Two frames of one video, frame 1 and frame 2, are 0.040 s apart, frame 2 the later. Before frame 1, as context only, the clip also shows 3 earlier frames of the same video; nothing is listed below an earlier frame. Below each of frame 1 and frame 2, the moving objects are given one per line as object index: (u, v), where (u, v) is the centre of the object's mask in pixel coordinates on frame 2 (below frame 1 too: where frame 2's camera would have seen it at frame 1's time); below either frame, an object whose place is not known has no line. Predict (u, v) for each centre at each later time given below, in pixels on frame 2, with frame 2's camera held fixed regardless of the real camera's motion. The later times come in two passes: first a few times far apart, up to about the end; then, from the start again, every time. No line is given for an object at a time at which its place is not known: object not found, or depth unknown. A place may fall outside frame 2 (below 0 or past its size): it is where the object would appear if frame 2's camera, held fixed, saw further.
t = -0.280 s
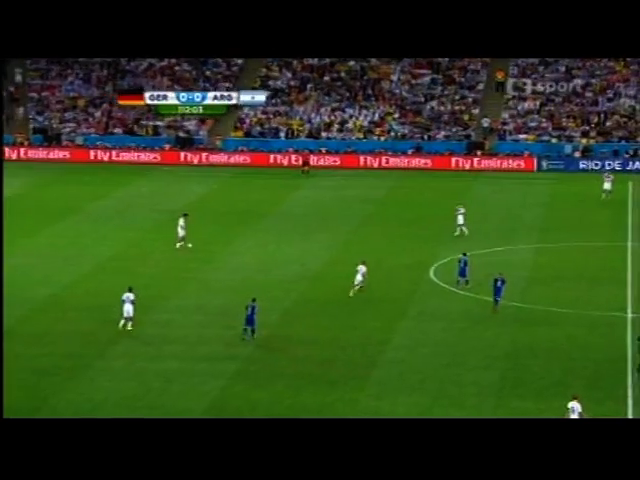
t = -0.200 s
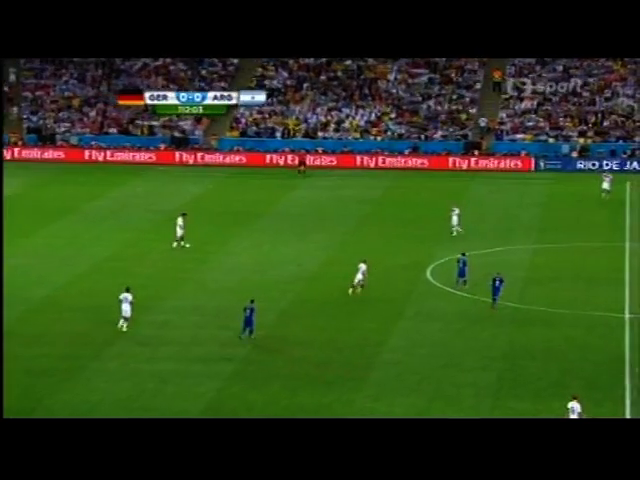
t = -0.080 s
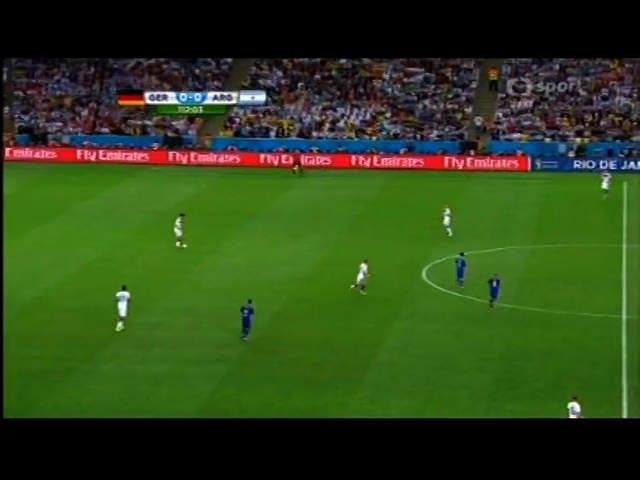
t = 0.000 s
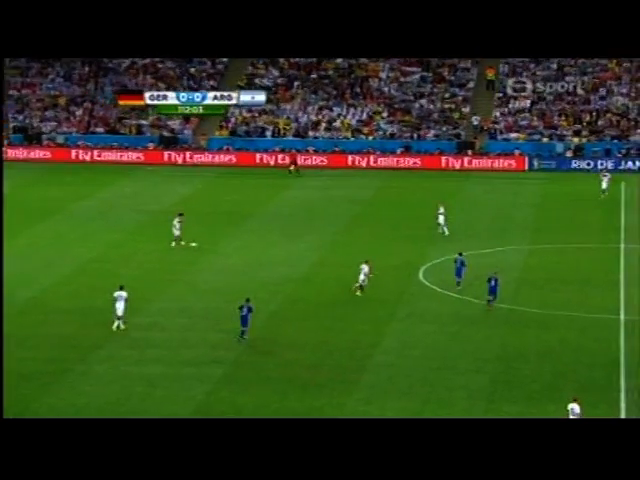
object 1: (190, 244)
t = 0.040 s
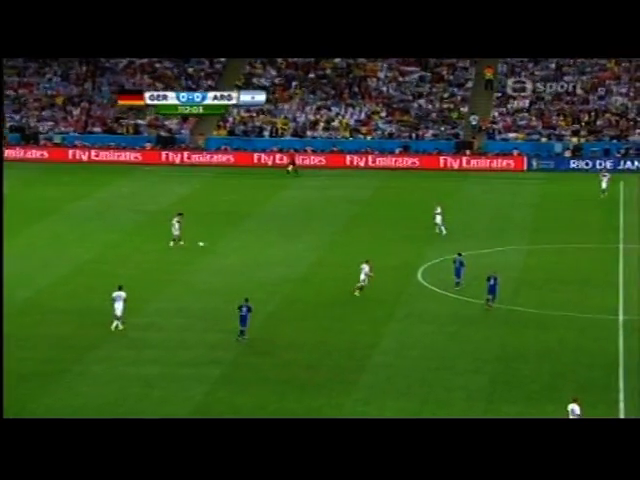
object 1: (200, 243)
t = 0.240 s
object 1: (246, 240)
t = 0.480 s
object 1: (293, 236)
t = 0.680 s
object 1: (325, 234)
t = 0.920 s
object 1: (359, 231)
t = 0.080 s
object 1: (210, 243)
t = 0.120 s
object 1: (220, 242)
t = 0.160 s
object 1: (230, 242)
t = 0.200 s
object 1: (237, 240)
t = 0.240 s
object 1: (246, 240)
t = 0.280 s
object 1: (255, 240)
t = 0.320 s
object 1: (263, 238)
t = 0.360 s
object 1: (270, 238)
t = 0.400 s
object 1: (278, 238)
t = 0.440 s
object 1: (285, 237)
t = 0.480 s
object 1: (293, 236)
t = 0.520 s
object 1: (300, 236)
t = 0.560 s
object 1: (306, 236)
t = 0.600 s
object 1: (313, 234)
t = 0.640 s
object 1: (319, 234)
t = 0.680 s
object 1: (325, 234)
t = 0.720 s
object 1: (331, 233)
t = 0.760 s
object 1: (337, 233)
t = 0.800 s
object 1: (343, 232)
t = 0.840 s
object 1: (349, 231)
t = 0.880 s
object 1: (353, 231)
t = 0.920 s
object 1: (359, 231)
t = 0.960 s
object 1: (364, 231)
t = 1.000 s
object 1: (368, 230)
